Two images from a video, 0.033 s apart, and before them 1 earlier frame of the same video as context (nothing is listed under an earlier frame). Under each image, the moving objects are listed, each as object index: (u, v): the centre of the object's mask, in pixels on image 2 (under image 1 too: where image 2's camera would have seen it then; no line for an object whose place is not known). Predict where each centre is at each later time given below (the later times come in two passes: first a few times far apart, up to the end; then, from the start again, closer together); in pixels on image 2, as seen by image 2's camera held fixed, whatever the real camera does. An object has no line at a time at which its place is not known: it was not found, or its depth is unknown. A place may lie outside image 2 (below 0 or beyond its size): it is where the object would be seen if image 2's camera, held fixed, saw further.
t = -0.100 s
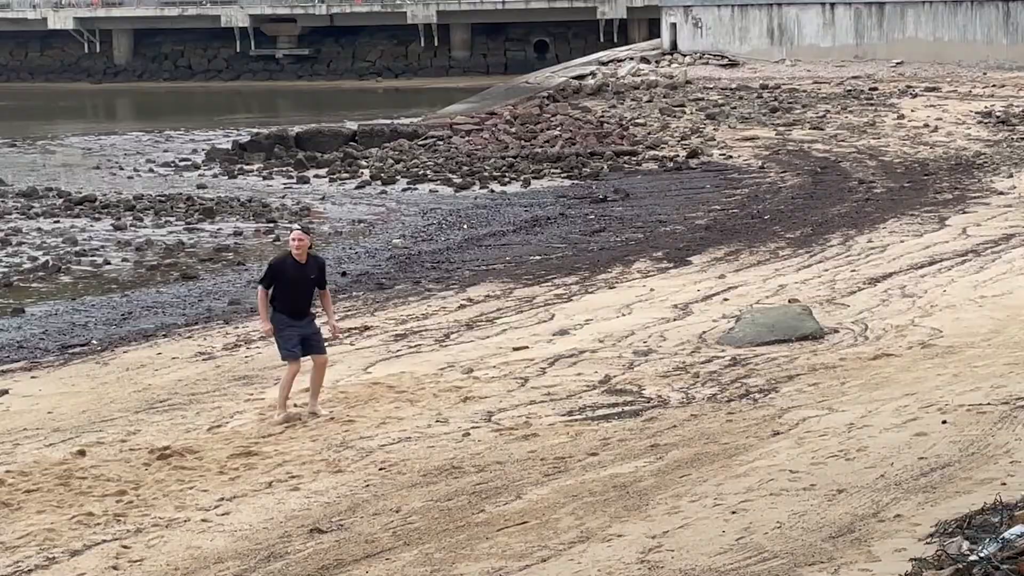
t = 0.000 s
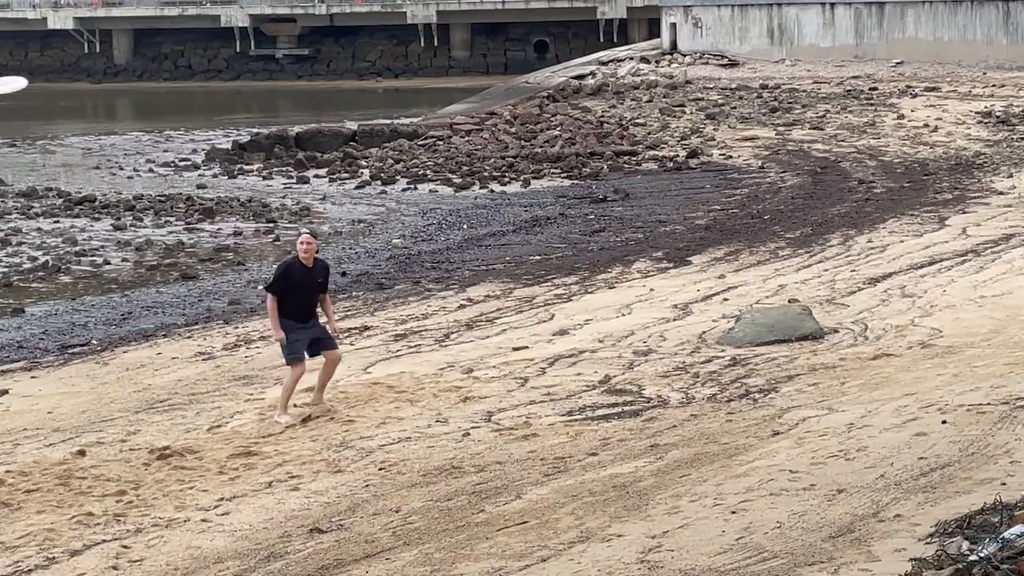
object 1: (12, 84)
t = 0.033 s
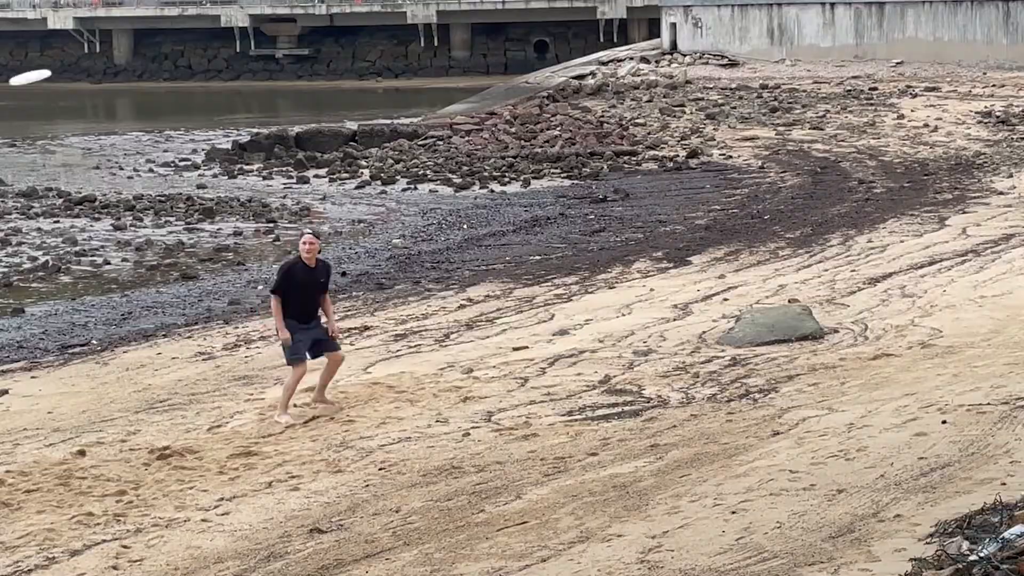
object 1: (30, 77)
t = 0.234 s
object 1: (153, 46)
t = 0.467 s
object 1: (264, 38)
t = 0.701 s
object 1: (352, 49)
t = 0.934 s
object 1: (425, 68)
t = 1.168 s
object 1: (487, 95)
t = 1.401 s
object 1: (540, 128)
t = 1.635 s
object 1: (584, 164)
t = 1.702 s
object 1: (595, 174)
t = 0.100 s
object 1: (75, 65)
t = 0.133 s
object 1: (96, 59)
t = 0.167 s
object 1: (116, 54)
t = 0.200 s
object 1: (135, 49)
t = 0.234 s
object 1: (153, 46)
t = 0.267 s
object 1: (170, 43)
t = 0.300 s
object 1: (187, 40)
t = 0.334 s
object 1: (204, 39)
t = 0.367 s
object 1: (220, 37)
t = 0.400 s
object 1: (235, 37)
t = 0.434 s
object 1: (250, 37)
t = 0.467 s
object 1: (264, 38)
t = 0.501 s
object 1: (278, 39)
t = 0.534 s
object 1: (291, 40)
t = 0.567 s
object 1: (304, 41)
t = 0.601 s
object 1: (317, 43)
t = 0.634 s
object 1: (329, 45)
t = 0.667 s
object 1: (341, 47)
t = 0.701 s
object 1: (352, 49)
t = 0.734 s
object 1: (363, 52)
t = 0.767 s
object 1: (374, 54)
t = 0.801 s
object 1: (385, 56)
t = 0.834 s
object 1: (395, 59)
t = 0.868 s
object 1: (405, 62)
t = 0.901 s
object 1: (416, 65)
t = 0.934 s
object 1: (425, 68)
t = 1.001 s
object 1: (444, 75)
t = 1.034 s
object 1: (453, 79)
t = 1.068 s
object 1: (462, 83)
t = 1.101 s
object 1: (471, 87)
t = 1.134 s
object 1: (479, 91)
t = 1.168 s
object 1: (487, 95)
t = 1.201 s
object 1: (495, 99)
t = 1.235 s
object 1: (503, 104)
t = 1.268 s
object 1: (511, 108)
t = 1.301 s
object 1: (518, 113)
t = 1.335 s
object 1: (526, 118)
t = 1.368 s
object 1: (533, 123)
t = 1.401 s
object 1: (540, 128)
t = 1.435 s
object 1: (548, 133)
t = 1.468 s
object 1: (554, 138)
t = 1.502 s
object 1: (560, 143)
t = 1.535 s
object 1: (567, 148)
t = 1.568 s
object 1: (572, 153)
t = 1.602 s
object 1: (578, 158)
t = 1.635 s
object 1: (584, 164)
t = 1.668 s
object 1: (590, 169)
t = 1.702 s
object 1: (595, 174)
